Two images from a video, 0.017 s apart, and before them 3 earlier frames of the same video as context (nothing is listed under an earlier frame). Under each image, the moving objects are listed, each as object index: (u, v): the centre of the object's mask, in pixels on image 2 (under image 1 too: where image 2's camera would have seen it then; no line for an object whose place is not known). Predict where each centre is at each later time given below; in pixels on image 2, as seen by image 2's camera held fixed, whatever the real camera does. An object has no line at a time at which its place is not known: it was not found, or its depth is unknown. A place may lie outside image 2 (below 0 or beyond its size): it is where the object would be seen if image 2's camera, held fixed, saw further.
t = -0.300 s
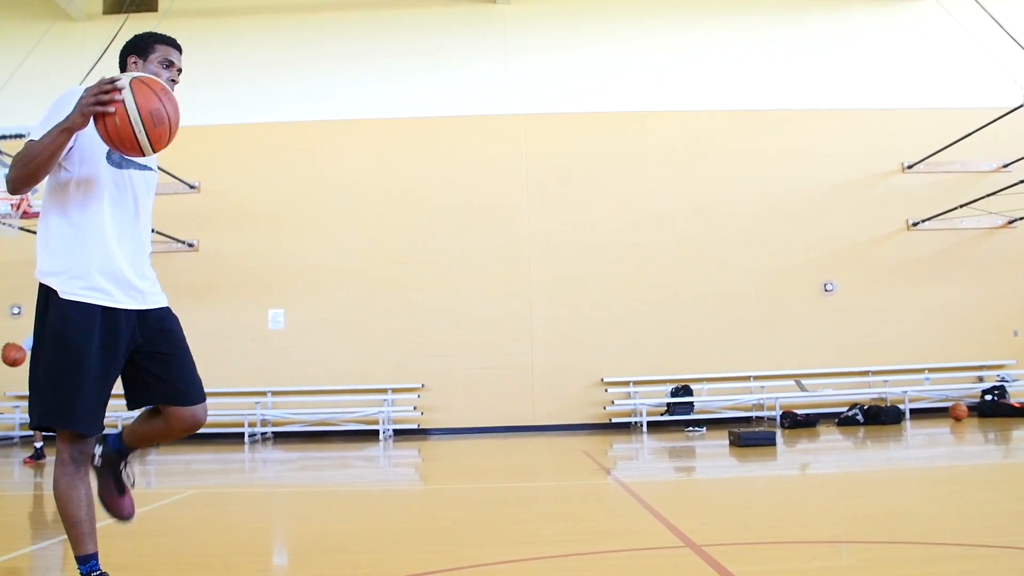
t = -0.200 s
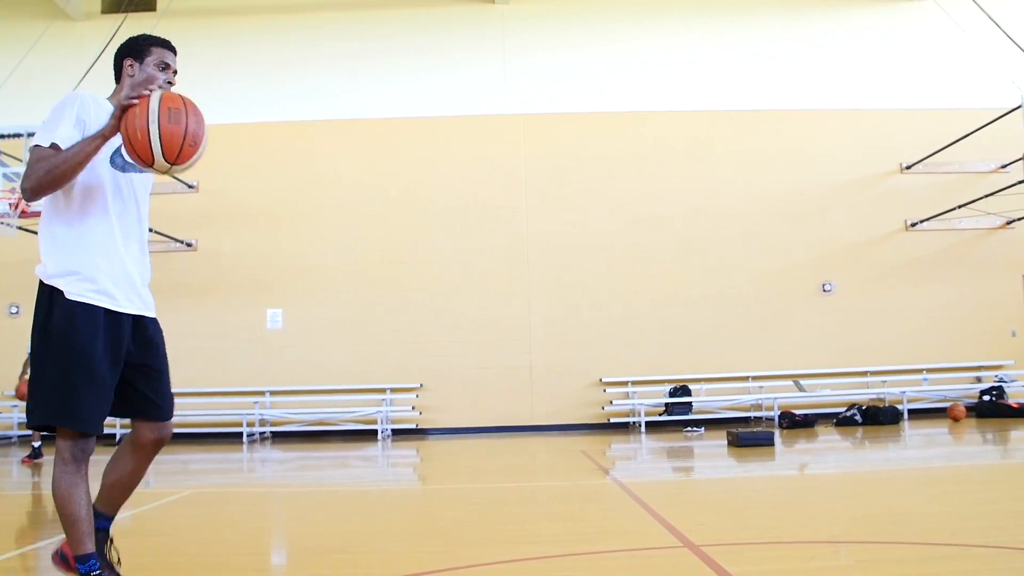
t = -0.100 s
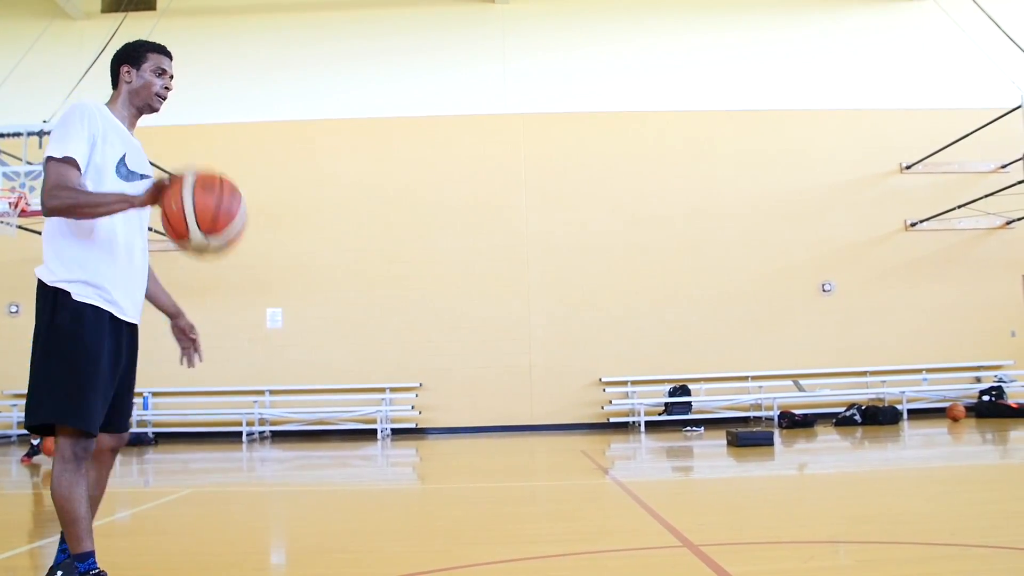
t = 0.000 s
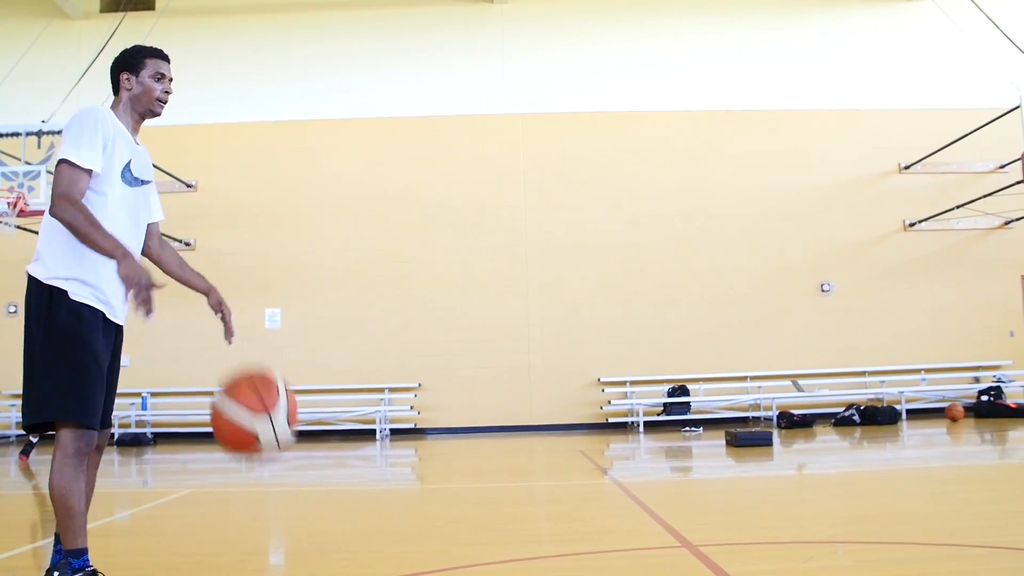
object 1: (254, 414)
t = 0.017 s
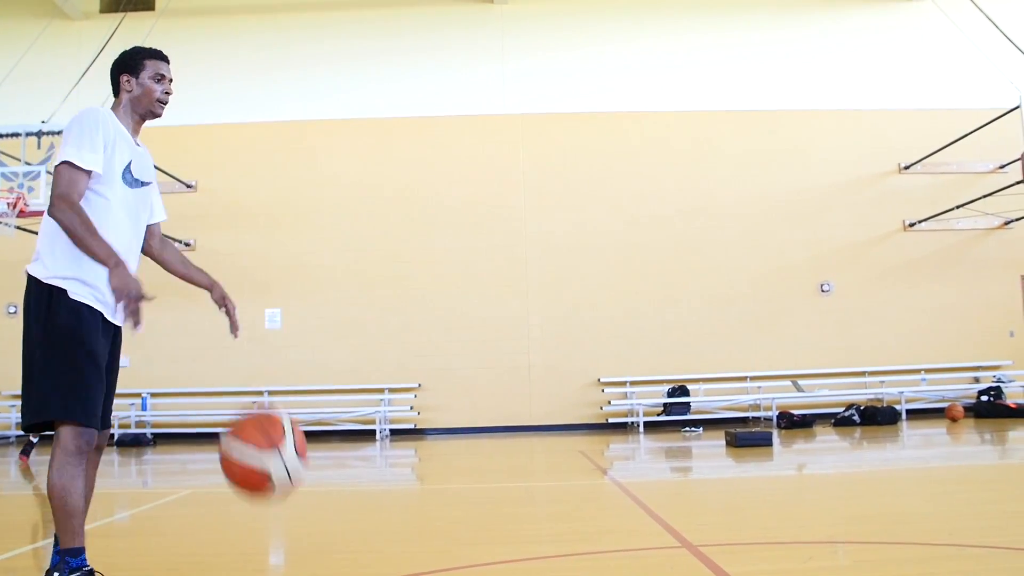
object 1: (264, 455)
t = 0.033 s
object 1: (273, 491)
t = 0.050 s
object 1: (283, 532)
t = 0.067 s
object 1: (292, 553)
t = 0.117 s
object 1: (306, 550)
